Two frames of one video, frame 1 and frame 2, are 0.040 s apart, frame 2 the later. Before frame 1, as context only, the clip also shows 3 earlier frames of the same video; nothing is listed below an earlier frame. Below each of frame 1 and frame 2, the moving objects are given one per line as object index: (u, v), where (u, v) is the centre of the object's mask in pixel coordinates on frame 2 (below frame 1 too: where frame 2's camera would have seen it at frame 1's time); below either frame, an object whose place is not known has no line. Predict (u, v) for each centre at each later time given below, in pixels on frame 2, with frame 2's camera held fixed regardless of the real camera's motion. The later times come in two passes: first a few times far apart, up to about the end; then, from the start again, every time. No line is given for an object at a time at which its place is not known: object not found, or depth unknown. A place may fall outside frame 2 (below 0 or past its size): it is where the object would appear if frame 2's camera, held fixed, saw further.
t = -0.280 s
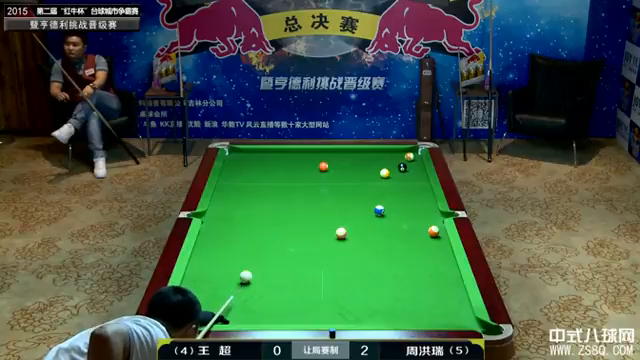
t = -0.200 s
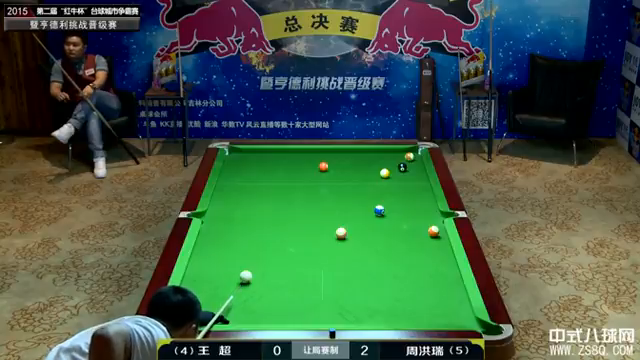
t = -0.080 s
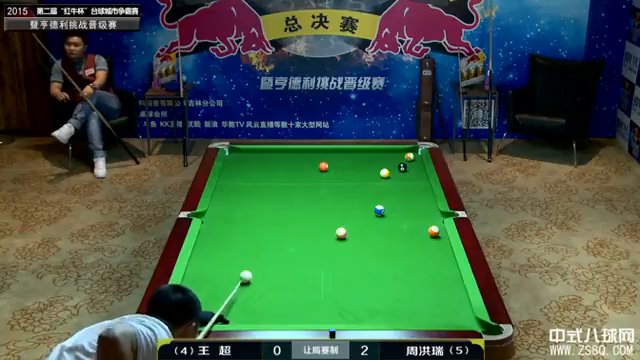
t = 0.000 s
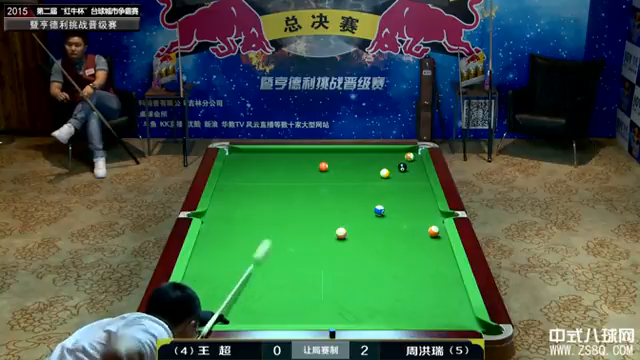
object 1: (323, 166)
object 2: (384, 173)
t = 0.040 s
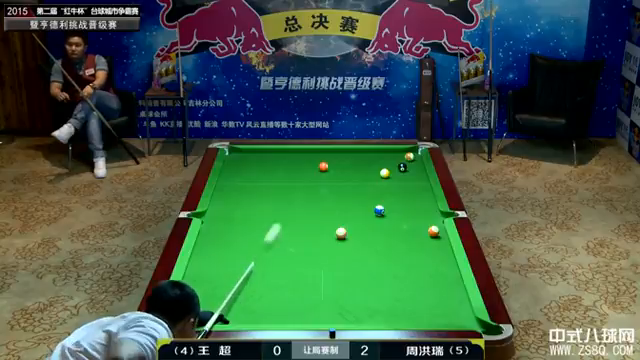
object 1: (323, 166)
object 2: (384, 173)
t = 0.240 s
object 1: (323, 166)
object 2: (384, 173)
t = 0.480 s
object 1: (407, 150)
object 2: (384, 173)
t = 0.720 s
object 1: (402, 153)
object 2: (384, 173)
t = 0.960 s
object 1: (387, 152)
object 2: (390, 181)
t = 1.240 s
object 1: (372, 150)
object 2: (396, 190)
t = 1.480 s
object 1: (361, 151)
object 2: (402, 198)
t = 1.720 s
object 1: (351, 151)
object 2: (407, 206)
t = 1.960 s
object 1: (341, 152)
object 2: (412, 215)
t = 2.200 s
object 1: (332, 152)
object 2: (418, 223)
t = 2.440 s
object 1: (324, 153)
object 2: (422, 230)
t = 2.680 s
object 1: (317, 153)
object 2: (419, 237)
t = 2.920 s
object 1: (310, 153)
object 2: (417, 244)
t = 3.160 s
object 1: (303, 154)
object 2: (413, 250)
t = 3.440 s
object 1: (297, 154)
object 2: (411, 258)
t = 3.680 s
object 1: (293, 154)
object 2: (408, 263)
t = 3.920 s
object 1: (289, 154)
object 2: (406, 269)
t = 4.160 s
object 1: (286, 155)
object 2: (403, 275)
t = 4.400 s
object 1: (283, 154)
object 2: (401, 280)
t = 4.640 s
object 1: (281, 155)
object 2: (398, 285)
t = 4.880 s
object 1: (280, 155)
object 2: (396, 290)
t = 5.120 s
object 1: (280, 154)
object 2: (394, 295)
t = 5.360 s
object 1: (280, 155)
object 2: (394, 298)
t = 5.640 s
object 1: (280, 155)
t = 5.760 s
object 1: (280, 155)
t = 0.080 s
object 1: (323, 166)
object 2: (384, 173)
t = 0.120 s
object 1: (323, 166)
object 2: (384, 173)
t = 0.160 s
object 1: (323, 166)
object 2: (384, 173)
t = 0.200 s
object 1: (323, 166)
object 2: (384, 173)
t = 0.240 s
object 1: (323, 166)
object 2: (384, 173)
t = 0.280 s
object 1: (332, 163)
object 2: (384, 173)
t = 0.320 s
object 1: (349, 159)
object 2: (384, 173)
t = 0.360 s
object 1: (366, 156)
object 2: (384, 173)
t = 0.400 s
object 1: (381, 153)
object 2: (384, 173)
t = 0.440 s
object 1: (395, 150)
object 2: (384, 173)
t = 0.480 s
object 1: (407, 150)
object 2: (384, 173)
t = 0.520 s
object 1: (415, 152)
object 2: (384, 173)
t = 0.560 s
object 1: (413, 153)
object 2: (384, 173)
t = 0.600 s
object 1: (409, 153)
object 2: (385, 173)
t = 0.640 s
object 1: (406, 153)
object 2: (384, 173)
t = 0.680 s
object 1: (404, 153)
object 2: (384, 173)
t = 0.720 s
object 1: (402, 153)
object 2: (384, 173)
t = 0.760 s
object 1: (399, 153)
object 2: (385, 174)
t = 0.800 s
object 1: (396, 152)
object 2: (386, 175)
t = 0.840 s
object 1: (395, 152)
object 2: (387, 177)
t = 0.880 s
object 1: (392, 152)
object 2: (388, 178)
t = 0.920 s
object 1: (389, 152)
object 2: (389, 180)
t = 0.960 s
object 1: (387, 152)
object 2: (390, 181)
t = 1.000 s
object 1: (384, 152)
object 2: (391, 182)
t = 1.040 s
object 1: (382, 151)
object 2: (391, 184)
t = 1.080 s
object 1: (380, 150)
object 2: (392, 185)
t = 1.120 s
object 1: (378, 150)
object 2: (393, 186)
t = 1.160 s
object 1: (375, 150)
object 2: (394, 187)
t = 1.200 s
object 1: (373, 150)
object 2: (395, 189)
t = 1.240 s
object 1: (372, 150)
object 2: (396, 190)
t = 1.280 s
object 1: (370, 150)
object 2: (397, 192)
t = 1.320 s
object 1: (368, 150)
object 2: (398, 193)
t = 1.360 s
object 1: (366, 150)
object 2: (399, 194)
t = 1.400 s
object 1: (364, 150)
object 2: (400, 195)
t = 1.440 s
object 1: (363, 150)
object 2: (401, 197)
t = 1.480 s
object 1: (361, 151)
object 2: (402, 198)
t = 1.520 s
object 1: (359, 151)
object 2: (402, 200)
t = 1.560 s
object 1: (357, 151)
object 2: (403, 201)
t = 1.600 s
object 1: (356, 151)
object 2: (404, 202)
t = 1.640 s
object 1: (354, 151)
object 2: (405, 204)
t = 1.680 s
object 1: (352, 151)
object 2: (406, 205)
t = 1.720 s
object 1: (351, 151)
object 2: (407, 206)
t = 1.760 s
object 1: (349, 151)
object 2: (408, 208)
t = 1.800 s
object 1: (347, 151)
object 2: (409, 209)
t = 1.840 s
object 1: (346, 151)
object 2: (410, 210)
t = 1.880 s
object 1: (344, 151)
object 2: (411, 212)
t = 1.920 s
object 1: (342, 152)
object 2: (412, 213)
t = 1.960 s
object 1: (341, 152)
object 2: (412, 215)
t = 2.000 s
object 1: (340, 152)
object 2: (413, 216)
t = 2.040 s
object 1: (338, 152)
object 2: (414, 217)
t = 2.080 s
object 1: (337, 152)
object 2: (415, 218)
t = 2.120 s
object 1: (335, 152)
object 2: (416, 220)
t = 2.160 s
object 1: (334, 152)
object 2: (417, 221)
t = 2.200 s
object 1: (332, 152)
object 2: (418, 223)
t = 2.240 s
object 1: (331, 152)
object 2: (419, 224)
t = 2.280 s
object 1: (330, 152)
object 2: (419, 225)
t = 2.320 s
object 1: (328, 152)
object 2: (421, 227)
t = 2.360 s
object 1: (327, 152)
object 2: (421, 228)
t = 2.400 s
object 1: (325, 152)
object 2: (422, 229)
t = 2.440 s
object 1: (324, 153)
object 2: (422, 230)
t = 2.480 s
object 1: (323, 153)
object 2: (421, 232)
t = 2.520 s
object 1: (322, 153)
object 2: (421, 233)
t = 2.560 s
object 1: (320, 153)
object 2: (421, 234)
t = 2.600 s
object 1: (319, 153)
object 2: (420, 235)
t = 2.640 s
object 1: (318, 153)
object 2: (420, 236)
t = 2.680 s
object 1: (317, 153)
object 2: (419, 237)
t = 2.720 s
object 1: (315, 153)
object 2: (419, 239)
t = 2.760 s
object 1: (314, 153)
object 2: (418, 240)
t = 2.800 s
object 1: (313, 153)
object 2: (418, 241)
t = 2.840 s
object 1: (312, 153)
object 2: (418, 242)
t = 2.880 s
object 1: (311, 153)
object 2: (417, 243)
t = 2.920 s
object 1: (310, 153)
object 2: (417, 244)
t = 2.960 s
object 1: (309, 154)
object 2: (416, 245)
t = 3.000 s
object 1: (308, 153)
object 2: (416, 246)
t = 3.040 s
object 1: (307, 154)
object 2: (416, 246)
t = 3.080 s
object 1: (305, 154)
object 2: (414, 247)
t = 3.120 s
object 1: (304, 154)
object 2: (414, 249)
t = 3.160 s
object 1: (303, 154)
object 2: (413, 250)
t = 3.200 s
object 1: (302, 154)
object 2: (413, 251)
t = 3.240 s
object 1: (302, 153)
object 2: (413, 253)
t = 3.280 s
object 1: (301, 154)
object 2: (413, 254)
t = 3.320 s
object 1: (300, 154)
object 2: (412, 254)
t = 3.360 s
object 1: (299, 154)
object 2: (412, 256)
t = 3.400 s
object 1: (298, 154)
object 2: (412, 256)
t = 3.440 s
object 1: (297, 154)
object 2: (411, 258)
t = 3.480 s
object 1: (296, 154)
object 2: (411, 259)
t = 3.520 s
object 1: (296, 154)
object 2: (410, 259)
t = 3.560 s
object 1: (295, 154)
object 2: (409, 261)
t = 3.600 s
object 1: (294, 154)
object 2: (409, 262)
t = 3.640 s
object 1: (293, 154)
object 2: (409, 262)
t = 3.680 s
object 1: (293, 154)
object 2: (408, 263)
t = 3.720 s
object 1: (292, 154)
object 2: (408, 264)
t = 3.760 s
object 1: (291, 154)
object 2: (407, 265)
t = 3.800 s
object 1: (291, 155)
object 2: (407, 267)
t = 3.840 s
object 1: (290, 155)
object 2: (406, 268)
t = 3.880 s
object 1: (289, 154)
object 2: (406, 268)
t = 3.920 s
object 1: (289, 154)
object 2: (406, 269)
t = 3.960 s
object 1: (288, 154)
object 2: (405, 270)
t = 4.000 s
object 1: (288, 155)
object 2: (405, 271)
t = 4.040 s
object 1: (287, 155)
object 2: (405, 272)
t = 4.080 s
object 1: (287, 155)
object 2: (404, 273)
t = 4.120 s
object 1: (286, 155)
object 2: (404, 274)
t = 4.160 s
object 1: (286, 155)
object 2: (403, 275)
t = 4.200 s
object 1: (285, 154)
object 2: (403, 276)
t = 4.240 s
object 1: (285, 155)
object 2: (402, 277)
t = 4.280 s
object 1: (284, 154)
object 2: (402, 278)
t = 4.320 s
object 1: (284, 155)
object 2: (402, 279)
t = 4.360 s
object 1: (283, 154)
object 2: (401, 279)
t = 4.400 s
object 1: (283, 154)
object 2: (401, 280)
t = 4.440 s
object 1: (283, 155)
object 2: (400, 281)
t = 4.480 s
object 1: (282, 155)
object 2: (400, 282)
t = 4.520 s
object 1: (282, 155)
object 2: (400, 283)
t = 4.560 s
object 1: (282, 155)
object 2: (399, 284)
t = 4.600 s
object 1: (281, 155)
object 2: (399, 284)
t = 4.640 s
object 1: (281, 155)
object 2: (398, 285)
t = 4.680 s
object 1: (281, 155)
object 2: (398, 286)
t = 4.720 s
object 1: (281, 155)
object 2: (398, 287)
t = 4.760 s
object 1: (281, 155)
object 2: (398, 288)
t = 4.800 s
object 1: (280, 155)
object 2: (397, 289)
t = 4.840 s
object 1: (280, 155)
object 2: (397, 289)
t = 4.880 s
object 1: (280, 155)
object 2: (396, 290)
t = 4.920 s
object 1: (280, 155)
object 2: (396, 291)
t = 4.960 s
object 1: (280, 155)
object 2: (396, 292)
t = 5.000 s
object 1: (281, 152)
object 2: (395, 293)
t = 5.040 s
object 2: (395, 293)
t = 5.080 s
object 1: (280, 151)
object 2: (395, 294)
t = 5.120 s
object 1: (280, 154)
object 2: (394, 295)
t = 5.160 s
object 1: (280, 155)
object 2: (394, 295)
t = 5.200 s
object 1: (280, 155)
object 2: (394, 296)
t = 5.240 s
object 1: (280, 155)
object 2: (393, 297)
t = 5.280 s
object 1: (280, 155)
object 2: (393, 298)
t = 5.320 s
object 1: (280, 155)
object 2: (393, 298)
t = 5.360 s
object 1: (280, 155)
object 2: (394, 298)
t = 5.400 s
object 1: (280, 155)
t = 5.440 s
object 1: (280, 155)
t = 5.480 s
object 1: (280, 155)
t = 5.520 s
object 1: (280, 155)
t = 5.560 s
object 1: (280, 155)
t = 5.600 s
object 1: (280, 155)
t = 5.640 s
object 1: (280, 155)
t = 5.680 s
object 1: (280, 155)
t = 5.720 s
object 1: (280, 155)
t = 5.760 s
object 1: (280, 155)
